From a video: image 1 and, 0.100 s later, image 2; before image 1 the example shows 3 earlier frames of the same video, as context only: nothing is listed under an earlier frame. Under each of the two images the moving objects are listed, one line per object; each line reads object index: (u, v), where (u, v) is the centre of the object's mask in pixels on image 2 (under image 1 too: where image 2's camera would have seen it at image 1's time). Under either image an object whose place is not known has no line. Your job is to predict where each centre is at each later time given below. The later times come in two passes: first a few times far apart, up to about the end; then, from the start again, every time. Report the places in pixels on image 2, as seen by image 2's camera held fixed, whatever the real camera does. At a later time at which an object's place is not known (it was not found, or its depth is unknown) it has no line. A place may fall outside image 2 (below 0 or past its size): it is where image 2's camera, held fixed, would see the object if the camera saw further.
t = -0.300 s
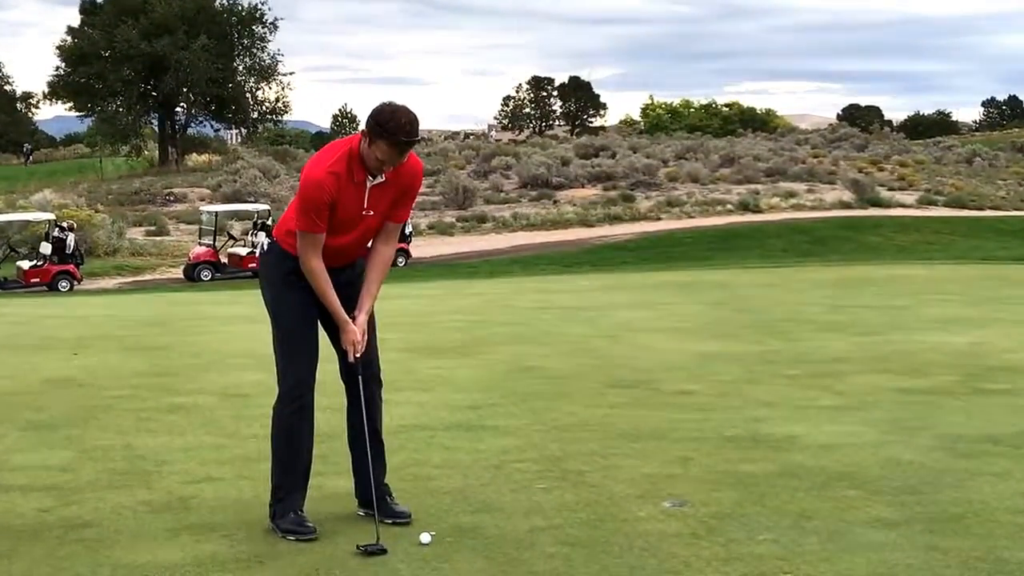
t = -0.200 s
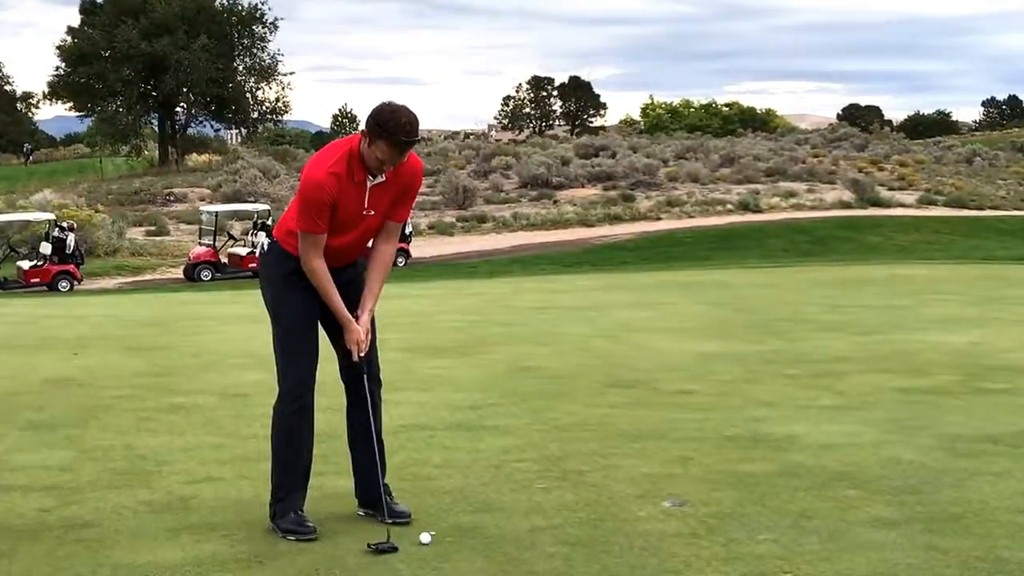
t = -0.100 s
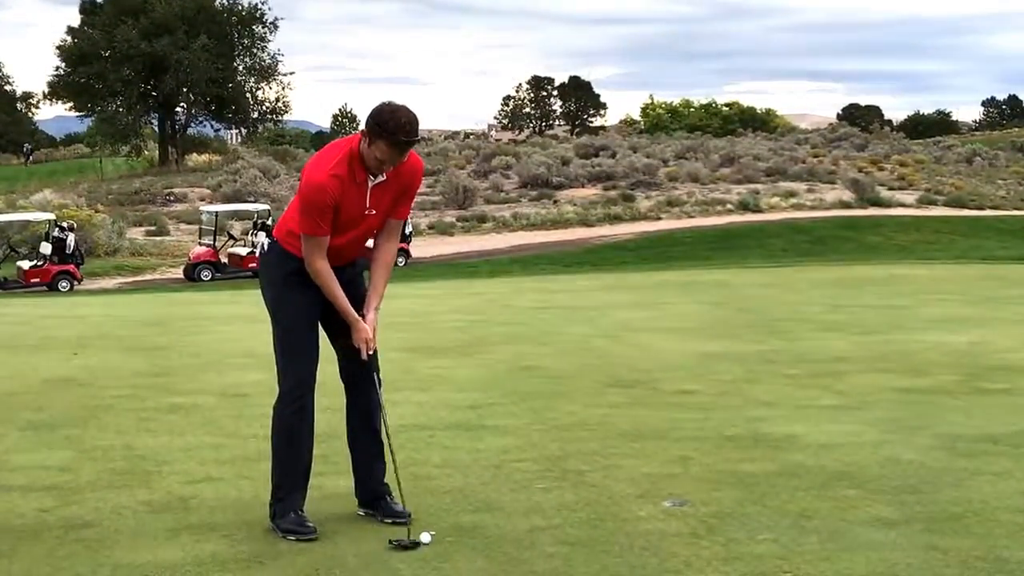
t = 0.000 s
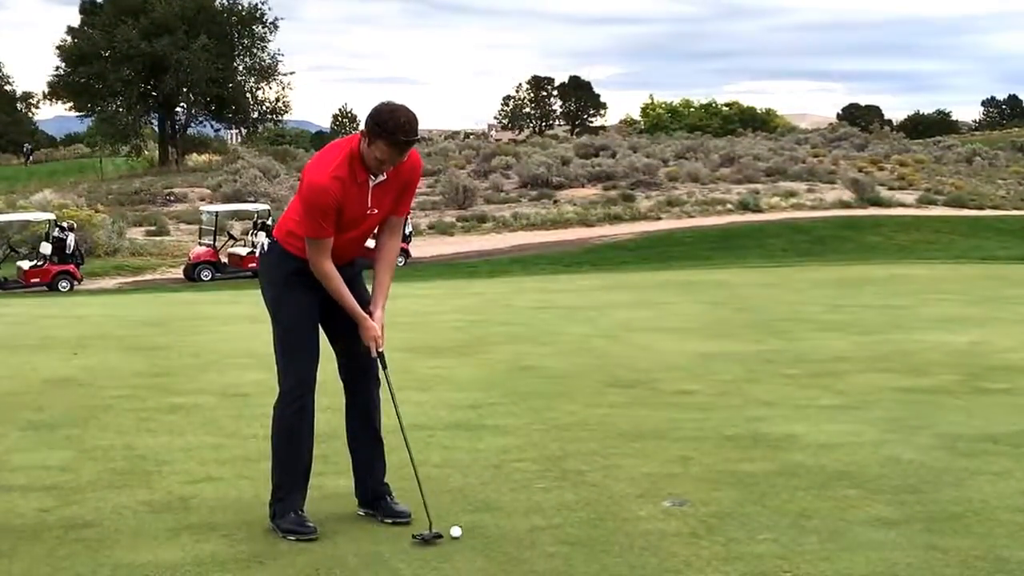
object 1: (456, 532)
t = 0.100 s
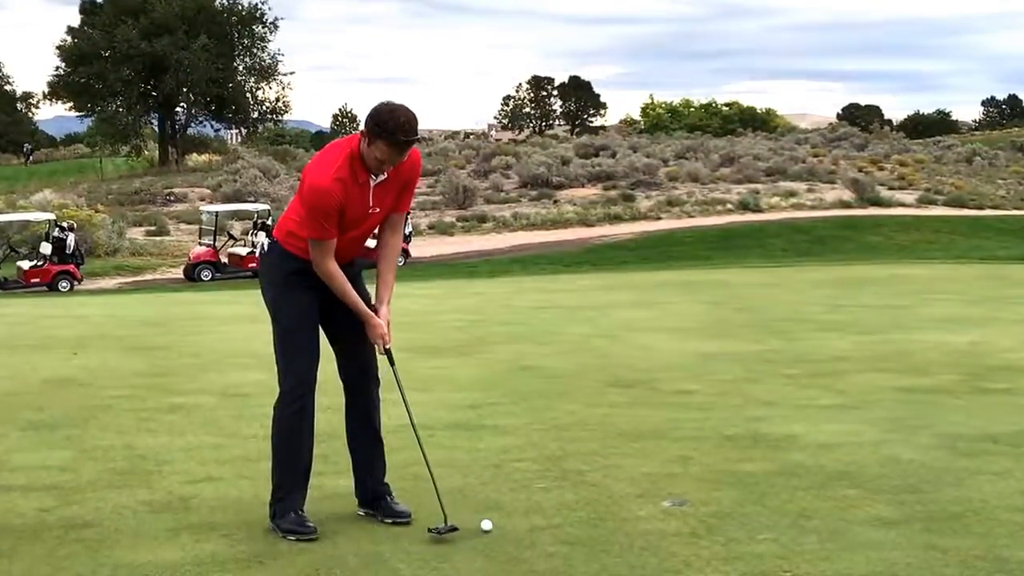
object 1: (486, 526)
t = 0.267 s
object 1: (529, 518)
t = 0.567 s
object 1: (595, 506)
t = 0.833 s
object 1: (640, 498)
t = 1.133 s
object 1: (684, 490)
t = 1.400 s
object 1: (715, 485)
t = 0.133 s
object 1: (495, 524)
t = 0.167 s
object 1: (503, 522)
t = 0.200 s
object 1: (512, 520)
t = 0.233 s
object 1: (520, 520)
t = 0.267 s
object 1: (529, 518)
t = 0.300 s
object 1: (536, 517)
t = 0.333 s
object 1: (544, 516)
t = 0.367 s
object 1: (552, 514)
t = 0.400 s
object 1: (559, 513)
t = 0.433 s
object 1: (567, 511)
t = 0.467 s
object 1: (574, 510)
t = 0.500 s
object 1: (581, 508)
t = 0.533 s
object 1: (588, 507)
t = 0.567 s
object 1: (595, 506)
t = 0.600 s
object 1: (601, 505)
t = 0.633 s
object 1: (607, 504)
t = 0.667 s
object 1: (613, 503)
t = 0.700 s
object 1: (619, 501)
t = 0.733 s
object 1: (625, 500)
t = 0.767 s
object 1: (630, 499)
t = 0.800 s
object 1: (636, 498)
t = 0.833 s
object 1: (640, 498)
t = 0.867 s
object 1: (646, 497)
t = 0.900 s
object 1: (651, 496)
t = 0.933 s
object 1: (656, 495)
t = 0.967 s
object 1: (662, 494)
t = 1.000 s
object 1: (666, 493)
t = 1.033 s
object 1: (671, 492)
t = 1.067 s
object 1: (676, 491)
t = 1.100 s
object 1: (680, 491)
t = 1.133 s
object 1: (684, 490)
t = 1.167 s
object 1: (688, 490)
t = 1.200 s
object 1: (692, 489)
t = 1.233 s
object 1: (696, 488)
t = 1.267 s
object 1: (700, 488)
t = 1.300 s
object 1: (704, 487)
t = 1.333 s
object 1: (708, 486)
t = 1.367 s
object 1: (711, 486)
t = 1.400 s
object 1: (715, 485)
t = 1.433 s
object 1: (718, 485)
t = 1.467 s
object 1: (722, 485)
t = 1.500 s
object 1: (725, 484)
